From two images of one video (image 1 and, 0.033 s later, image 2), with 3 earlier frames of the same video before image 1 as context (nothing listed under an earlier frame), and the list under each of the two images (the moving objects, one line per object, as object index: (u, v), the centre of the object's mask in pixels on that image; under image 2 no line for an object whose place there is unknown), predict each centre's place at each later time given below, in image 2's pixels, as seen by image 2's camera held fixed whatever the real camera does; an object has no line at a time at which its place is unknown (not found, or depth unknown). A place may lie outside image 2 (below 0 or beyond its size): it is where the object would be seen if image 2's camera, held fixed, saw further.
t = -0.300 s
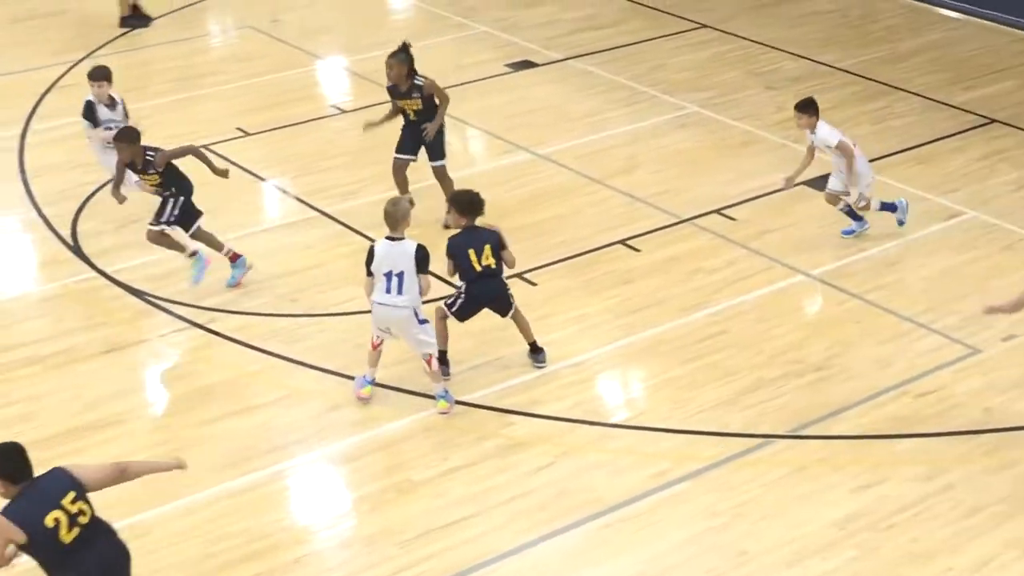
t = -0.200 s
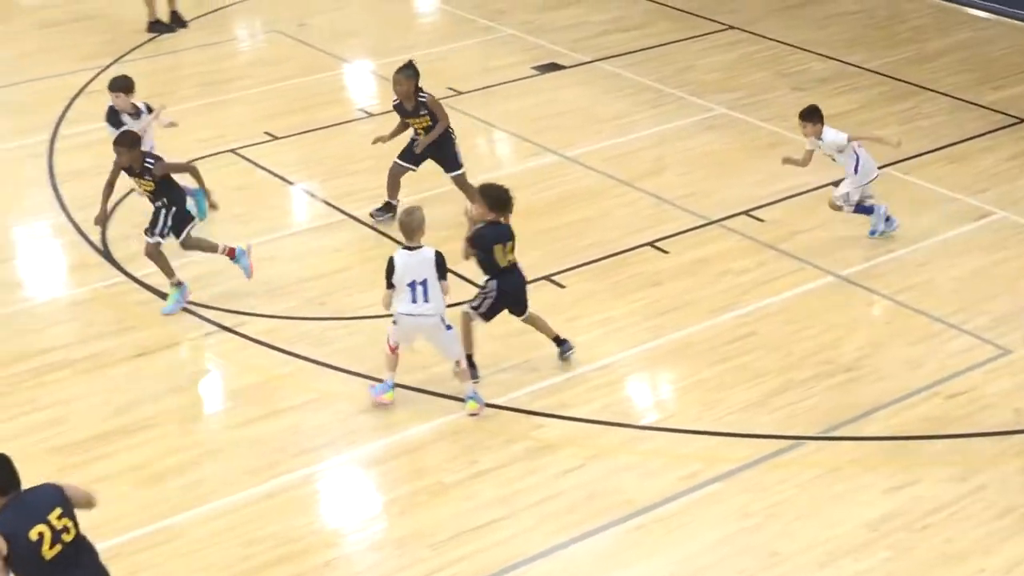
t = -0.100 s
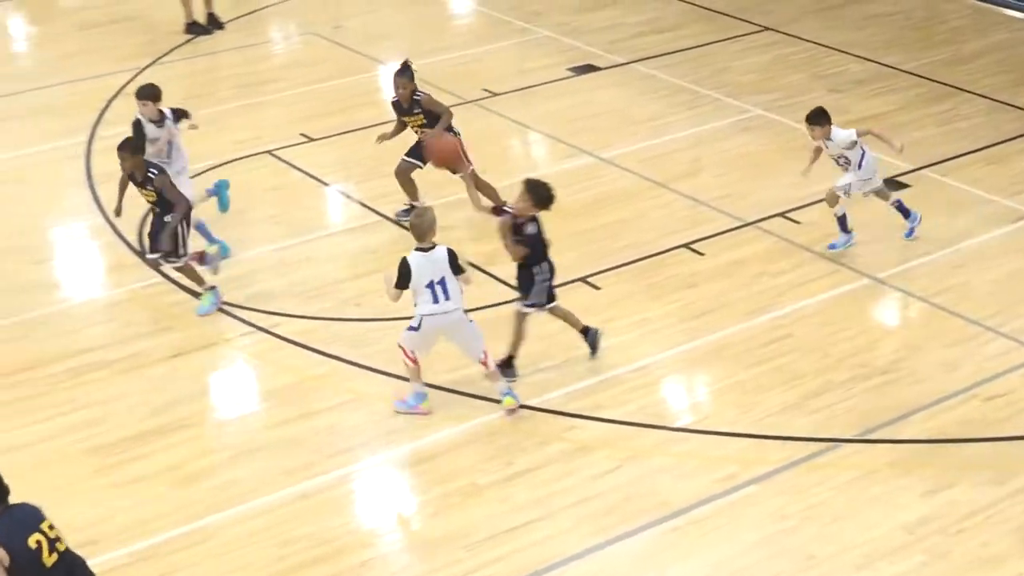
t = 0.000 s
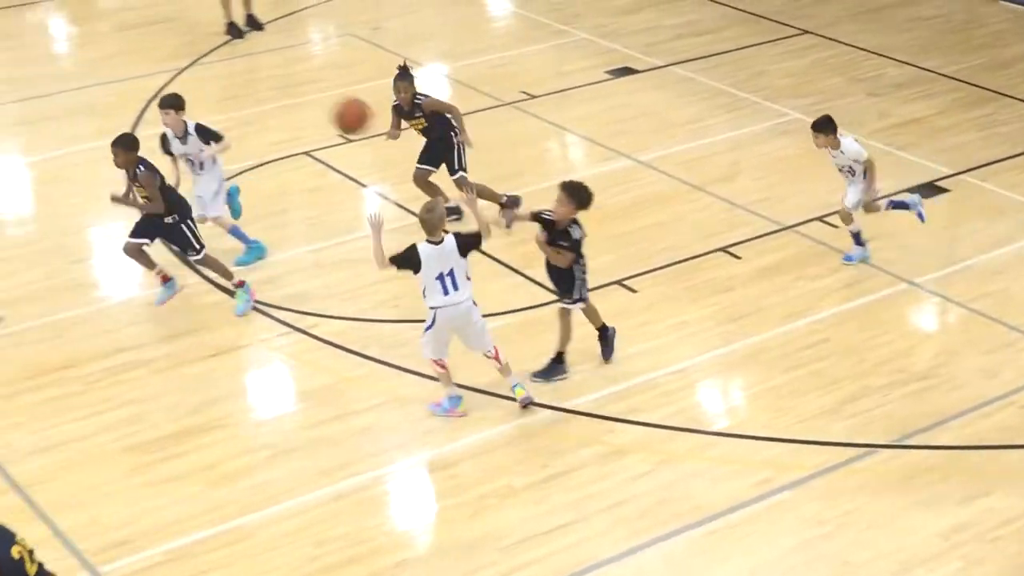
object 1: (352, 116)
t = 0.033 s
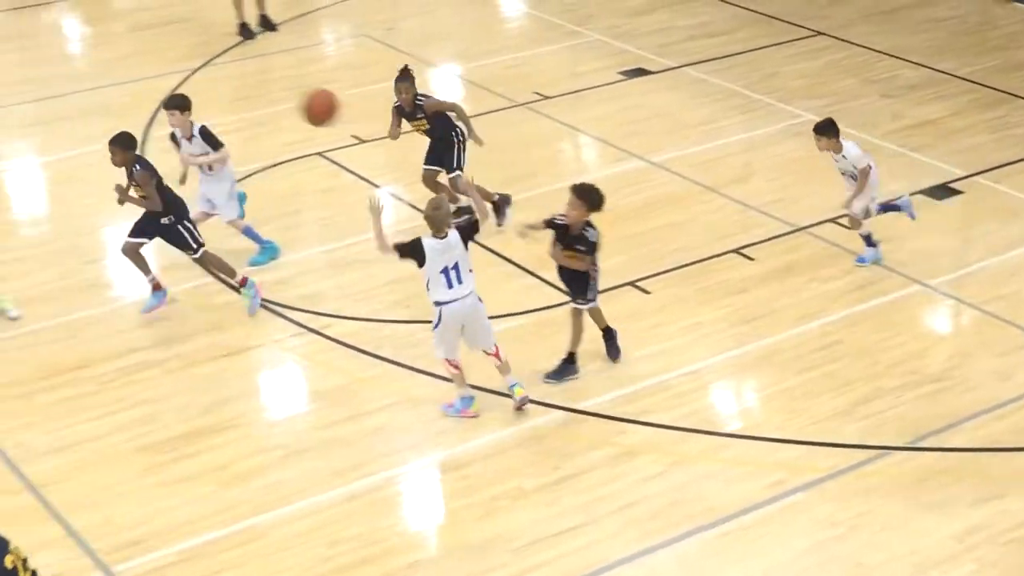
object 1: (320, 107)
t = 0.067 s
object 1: (275, 98)
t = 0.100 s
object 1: (232, 92)
